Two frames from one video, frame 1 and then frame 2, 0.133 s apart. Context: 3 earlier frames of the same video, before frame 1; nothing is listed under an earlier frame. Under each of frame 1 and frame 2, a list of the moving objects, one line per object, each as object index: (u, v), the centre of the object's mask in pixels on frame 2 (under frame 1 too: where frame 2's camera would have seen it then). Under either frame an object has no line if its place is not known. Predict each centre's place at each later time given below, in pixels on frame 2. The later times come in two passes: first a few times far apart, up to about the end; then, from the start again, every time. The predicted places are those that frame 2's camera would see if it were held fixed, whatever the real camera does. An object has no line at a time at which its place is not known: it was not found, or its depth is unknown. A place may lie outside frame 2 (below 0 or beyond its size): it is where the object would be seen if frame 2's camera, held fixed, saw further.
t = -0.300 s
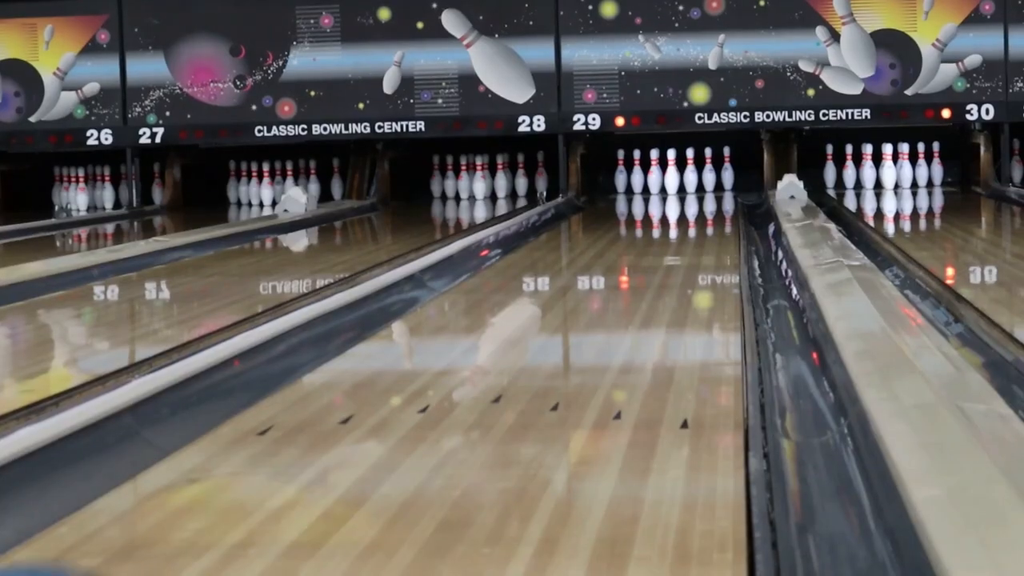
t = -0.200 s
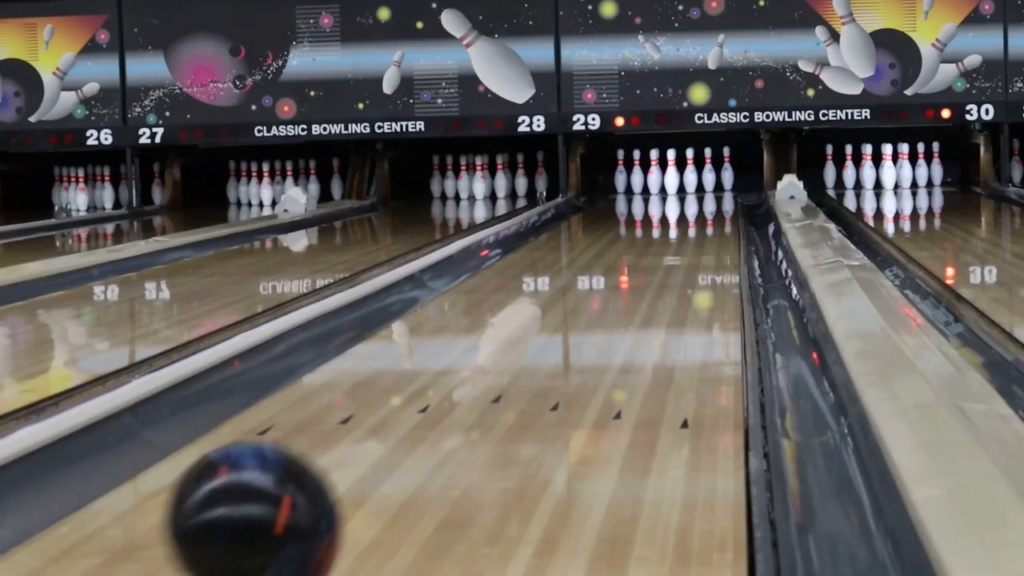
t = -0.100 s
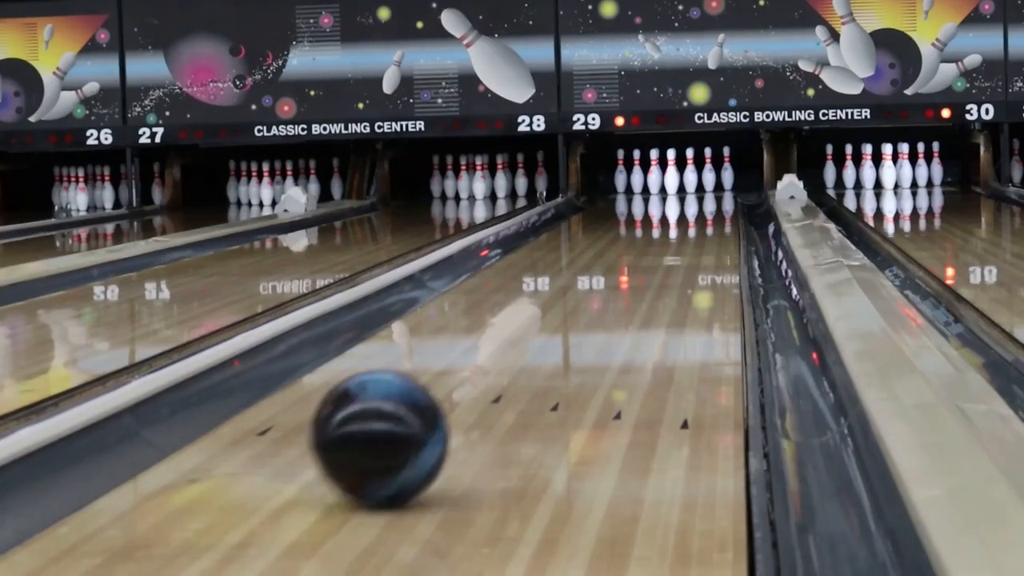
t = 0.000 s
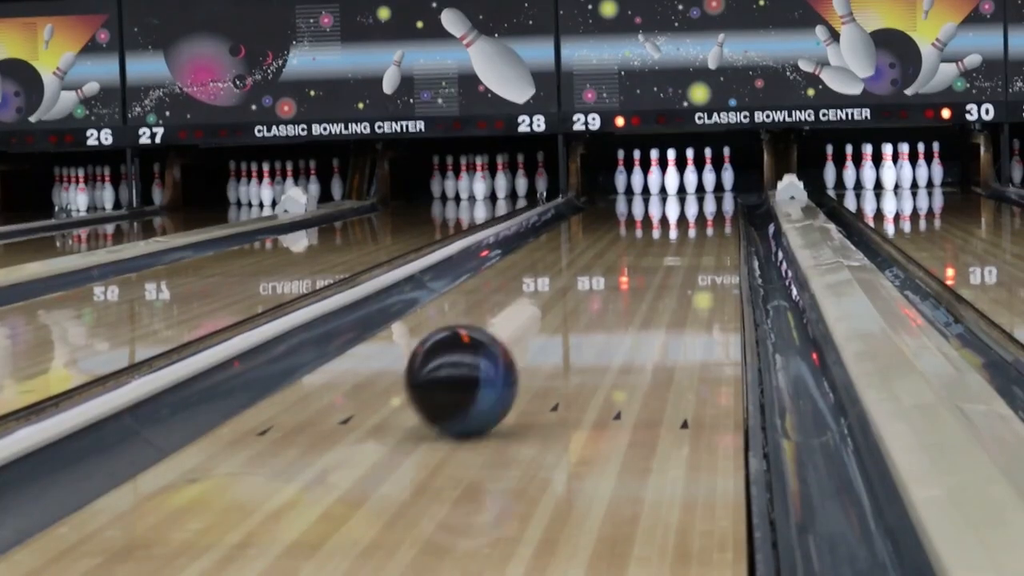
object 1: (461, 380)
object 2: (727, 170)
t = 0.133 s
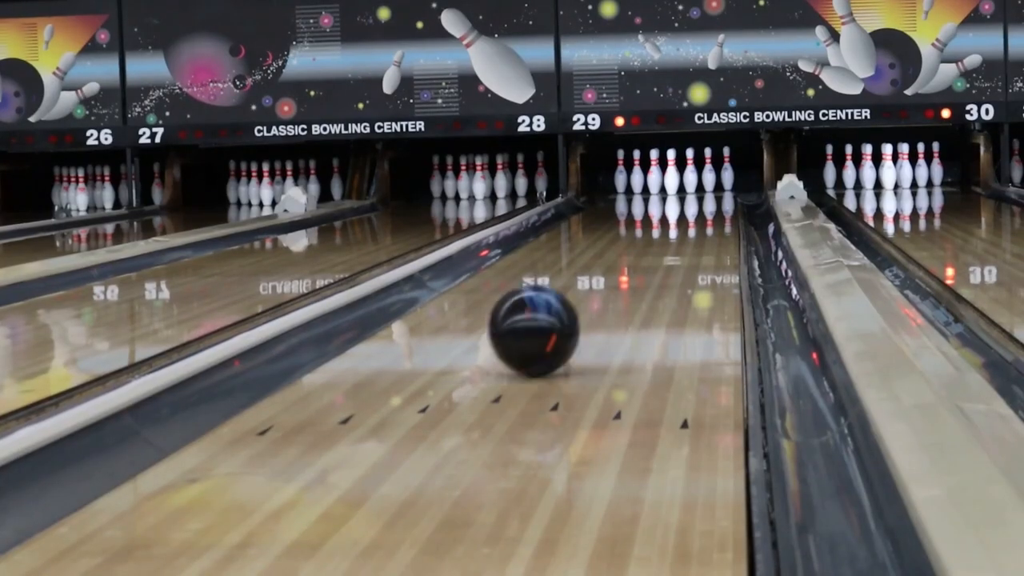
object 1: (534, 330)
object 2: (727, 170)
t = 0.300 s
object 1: (592, 289)
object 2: (727, 170)
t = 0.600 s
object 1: (653, 245)
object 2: (727, 170)
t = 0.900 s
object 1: (685, 219)
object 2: (727, 170)
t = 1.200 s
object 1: (704, 202)
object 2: (727, 170)
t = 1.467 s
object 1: (707, 193)
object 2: (727, 170)
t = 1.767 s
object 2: (727, 170)
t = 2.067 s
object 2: (727, 170)
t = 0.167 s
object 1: (548, 321)
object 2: (727, 170)
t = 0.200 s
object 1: (560, 312)
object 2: (727, 170)
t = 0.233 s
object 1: (571, 304)
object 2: (727, 170)
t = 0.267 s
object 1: (582, 296)
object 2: (727, 170)
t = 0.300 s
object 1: (592, 289)
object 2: (727, 170)
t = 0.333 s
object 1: (600, 282)
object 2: (727, 170)
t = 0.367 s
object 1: (609, 277)
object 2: (727, 170)
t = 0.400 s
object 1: (616, 271)
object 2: (727, 170)
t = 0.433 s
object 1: (624, 266)
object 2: (727, 170)
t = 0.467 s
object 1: (630, 261)
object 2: (727, 170)
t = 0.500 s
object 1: (636, 256)
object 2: (727, 170)
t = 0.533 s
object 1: (642, 253)
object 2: (727, 170)
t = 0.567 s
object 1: (648, 249)
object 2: (727, 170)
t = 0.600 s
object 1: (653, 245)
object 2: (727, 170)
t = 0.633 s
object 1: (657, 241)
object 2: (727, 170)
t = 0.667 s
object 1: (661, 238)
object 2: (727, 170)
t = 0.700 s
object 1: (665, 234)
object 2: (727, 170)
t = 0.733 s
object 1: (670, 232)
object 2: (727, 170)
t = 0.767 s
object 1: (673, 229)
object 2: (727, 170)
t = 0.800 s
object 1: (676, 226)
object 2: (727, 170)
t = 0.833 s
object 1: (680, 223)
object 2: (727, 170)
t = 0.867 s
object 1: (683, 221)
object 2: (727, 170)
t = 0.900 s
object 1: (685, 219)
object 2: (727, 170)
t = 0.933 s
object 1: (688, 217)
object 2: (727, 170)
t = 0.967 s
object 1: (691, 215)
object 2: (727, 170)
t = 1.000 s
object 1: (693, 213)
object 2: (727, 170)
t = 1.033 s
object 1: (695, 210)
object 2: (727, 170)
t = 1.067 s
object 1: (699, 209)
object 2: (727, 170)
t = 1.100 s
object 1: (700, 208)
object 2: (727, 170)
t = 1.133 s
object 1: (701, 205)
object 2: (727, 170)
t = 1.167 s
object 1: (702, 204)
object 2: (727, 170)
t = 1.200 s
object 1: (704, 202)
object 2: (727, 170)
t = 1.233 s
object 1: (705, 201)
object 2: (727, 170)
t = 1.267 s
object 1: (706, 200)
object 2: (727, 170)
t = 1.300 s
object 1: (707, 199)
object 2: (727, 170)
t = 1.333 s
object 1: (707, 197)
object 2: (727, 170)
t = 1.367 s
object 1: (707, 196)
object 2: (727, 170)
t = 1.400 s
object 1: (708, 195)
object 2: (727, 170)
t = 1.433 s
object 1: (708, 194)
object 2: (727, 170)
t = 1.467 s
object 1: (707, 193)
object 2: (727, 170)
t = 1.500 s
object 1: (707, 193)
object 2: (727, 170)
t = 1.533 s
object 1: (707, 191)
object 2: (727, 170)
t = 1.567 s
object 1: (706, 190)
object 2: (727, 170)
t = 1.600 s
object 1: (705, 189)
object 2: (727, 170)
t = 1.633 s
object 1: (704, 188)
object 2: (727, 170)
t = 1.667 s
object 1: (702, 188)
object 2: (727, 170)
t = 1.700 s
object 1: (701, 187)
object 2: (727, 170)
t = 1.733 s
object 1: (699, 186)
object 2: (727, 170)
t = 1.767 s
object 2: (727, 170)
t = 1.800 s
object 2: (727, 170)
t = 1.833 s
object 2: (727, 170)
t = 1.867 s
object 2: (727, 170)
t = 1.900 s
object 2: (727, 170)
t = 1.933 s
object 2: (727, 170)
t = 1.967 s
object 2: (727, 170)
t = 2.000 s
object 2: (727, 170)
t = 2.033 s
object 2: (727, 170)
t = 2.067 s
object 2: (727, 170)
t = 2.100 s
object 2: (730, 170)
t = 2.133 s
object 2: (737, 169)
